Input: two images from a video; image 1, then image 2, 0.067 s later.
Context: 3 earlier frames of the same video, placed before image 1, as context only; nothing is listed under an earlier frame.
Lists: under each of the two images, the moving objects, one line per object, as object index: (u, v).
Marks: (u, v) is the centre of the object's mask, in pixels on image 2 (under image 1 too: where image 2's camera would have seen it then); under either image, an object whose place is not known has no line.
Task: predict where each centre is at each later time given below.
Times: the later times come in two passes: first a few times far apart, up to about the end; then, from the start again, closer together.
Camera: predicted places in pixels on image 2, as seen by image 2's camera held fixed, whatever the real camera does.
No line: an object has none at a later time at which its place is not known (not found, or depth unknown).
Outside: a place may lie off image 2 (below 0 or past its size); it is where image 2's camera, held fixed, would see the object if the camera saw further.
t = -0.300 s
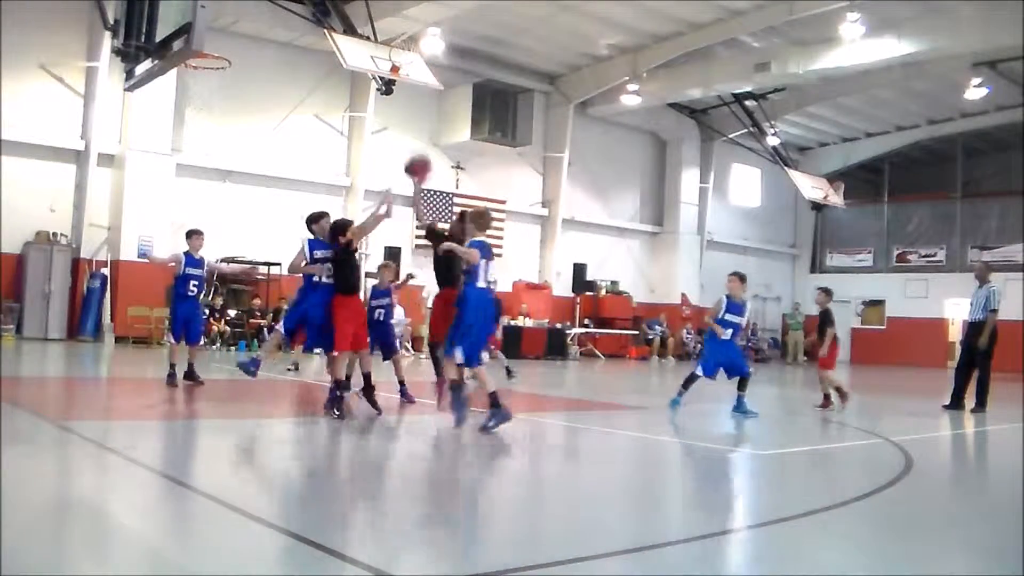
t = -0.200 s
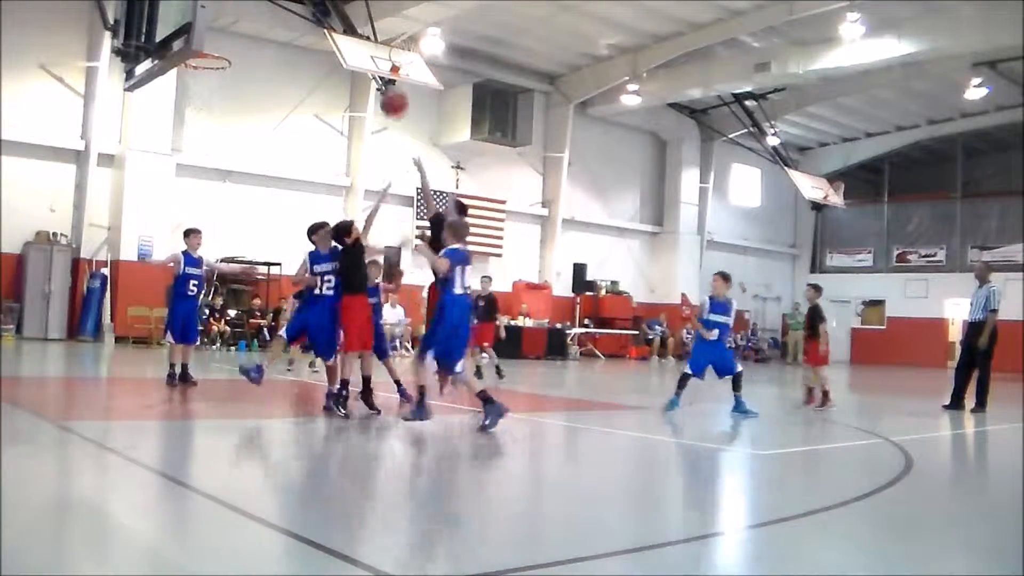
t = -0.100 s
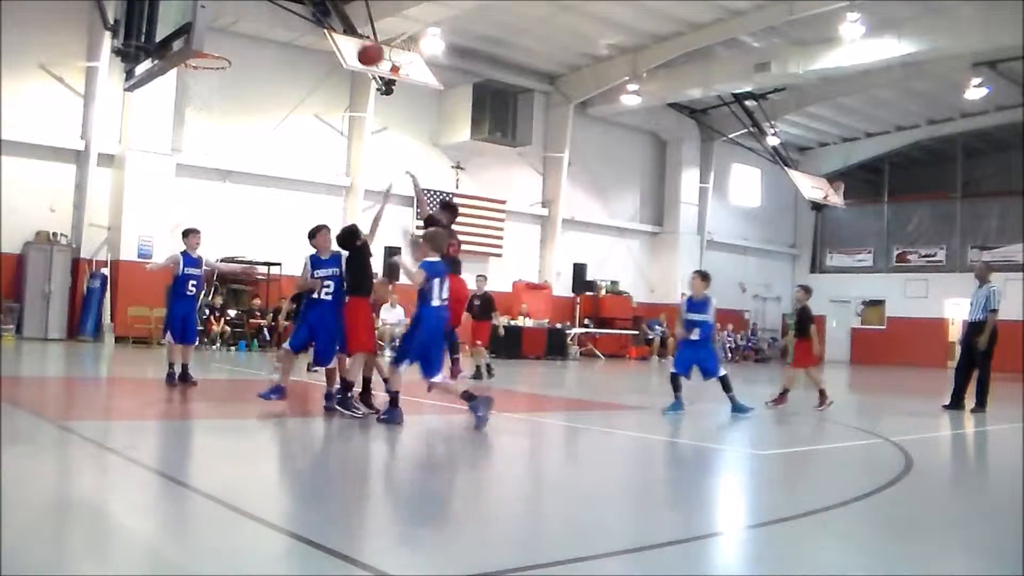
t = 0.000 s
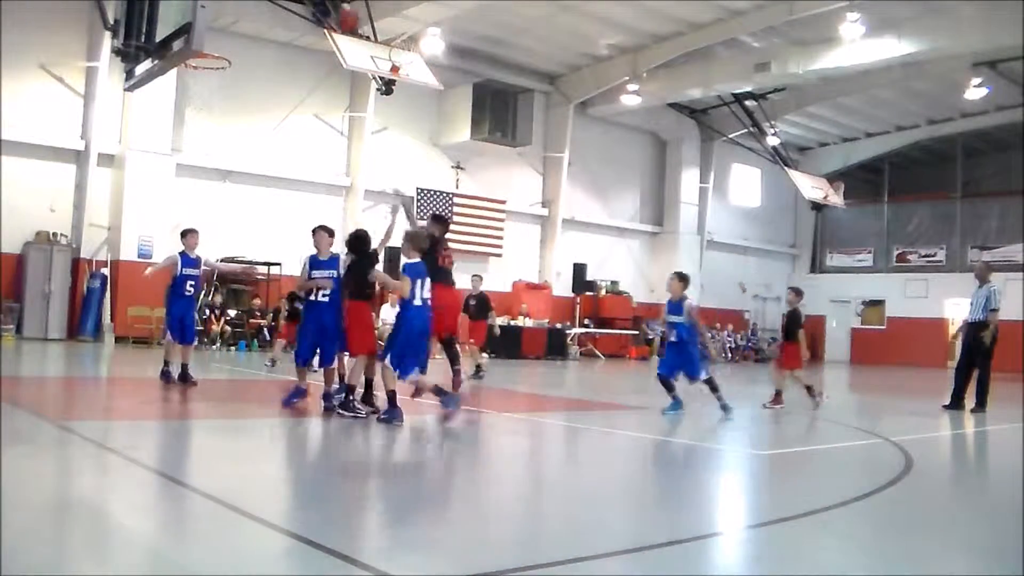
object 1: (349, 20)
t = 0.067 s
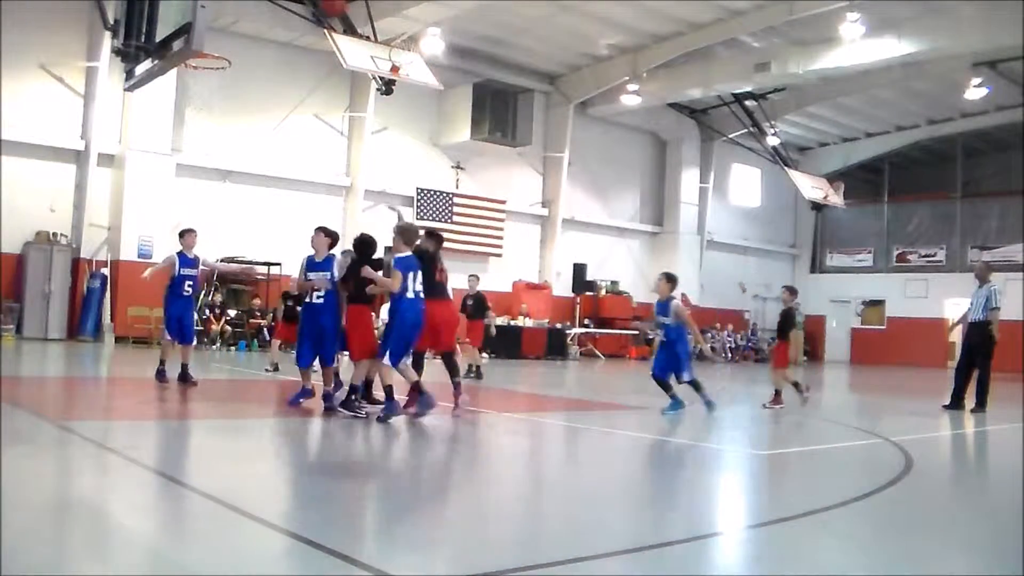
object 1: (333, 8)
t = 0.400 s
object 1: (258, 4)
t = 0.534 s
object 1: (227, 27)
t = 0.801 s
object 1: (202, 77)
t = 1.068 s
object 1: (214, 122)
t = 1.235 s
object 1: (215, 180)
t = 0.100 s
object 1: (327, 5)
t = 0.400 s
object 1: (258, 4)
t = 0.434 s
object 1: (251, 7)
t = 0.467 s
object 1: (243, 10)
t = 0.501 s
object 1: (235, 18)
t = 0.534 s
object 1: (227, 27)
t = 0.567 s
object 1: (220, 37)
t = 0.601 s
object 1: (214, 47)
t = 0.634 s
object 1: (205, 63)
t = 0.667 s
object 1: (203, 64)
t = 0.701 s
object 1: (200, 65)
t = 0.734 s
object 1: (199, 67)
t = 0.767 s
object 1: (199, 71)
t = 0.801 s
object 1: (202, 77)
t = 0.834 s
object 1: (205, 82)
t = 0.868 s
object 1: (208, 87)
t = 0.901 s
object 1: (210, 92)
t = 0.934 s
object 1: (212, 97)
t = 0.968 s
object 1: (213, 101)
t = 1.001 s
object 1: (213, 107)
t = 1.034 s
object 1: (213, 114)
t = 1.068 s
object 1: (214, 122)
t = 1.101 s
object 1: (214, 132)
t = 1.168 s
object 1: (214, 154)
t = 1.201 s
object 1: (214, 168)
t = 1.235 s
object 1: (215, 180)
